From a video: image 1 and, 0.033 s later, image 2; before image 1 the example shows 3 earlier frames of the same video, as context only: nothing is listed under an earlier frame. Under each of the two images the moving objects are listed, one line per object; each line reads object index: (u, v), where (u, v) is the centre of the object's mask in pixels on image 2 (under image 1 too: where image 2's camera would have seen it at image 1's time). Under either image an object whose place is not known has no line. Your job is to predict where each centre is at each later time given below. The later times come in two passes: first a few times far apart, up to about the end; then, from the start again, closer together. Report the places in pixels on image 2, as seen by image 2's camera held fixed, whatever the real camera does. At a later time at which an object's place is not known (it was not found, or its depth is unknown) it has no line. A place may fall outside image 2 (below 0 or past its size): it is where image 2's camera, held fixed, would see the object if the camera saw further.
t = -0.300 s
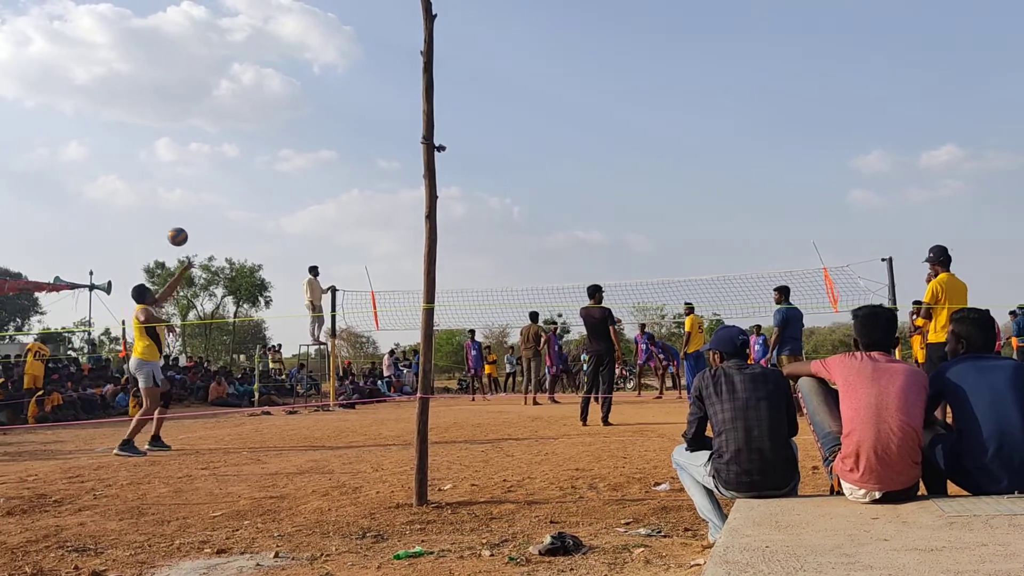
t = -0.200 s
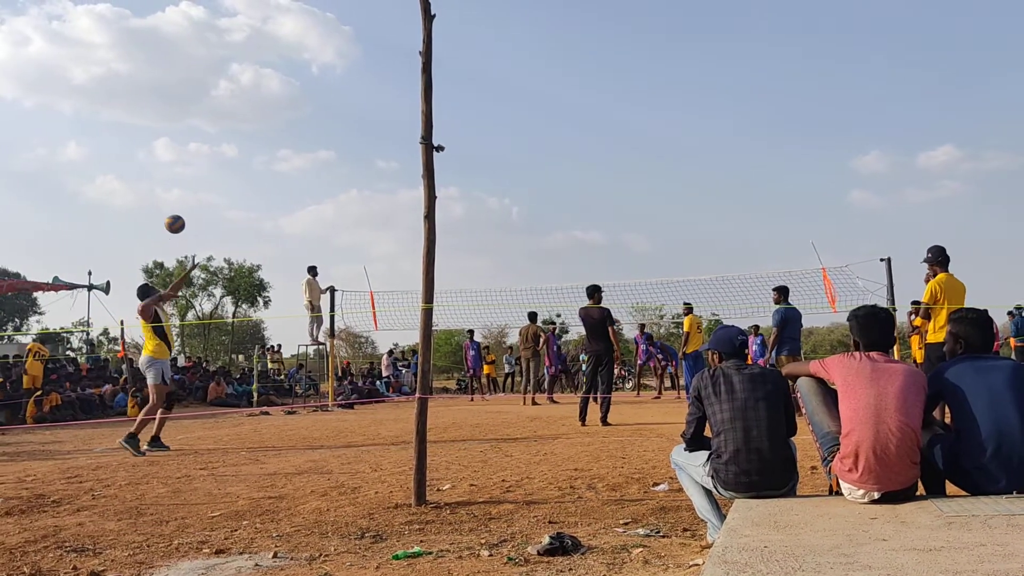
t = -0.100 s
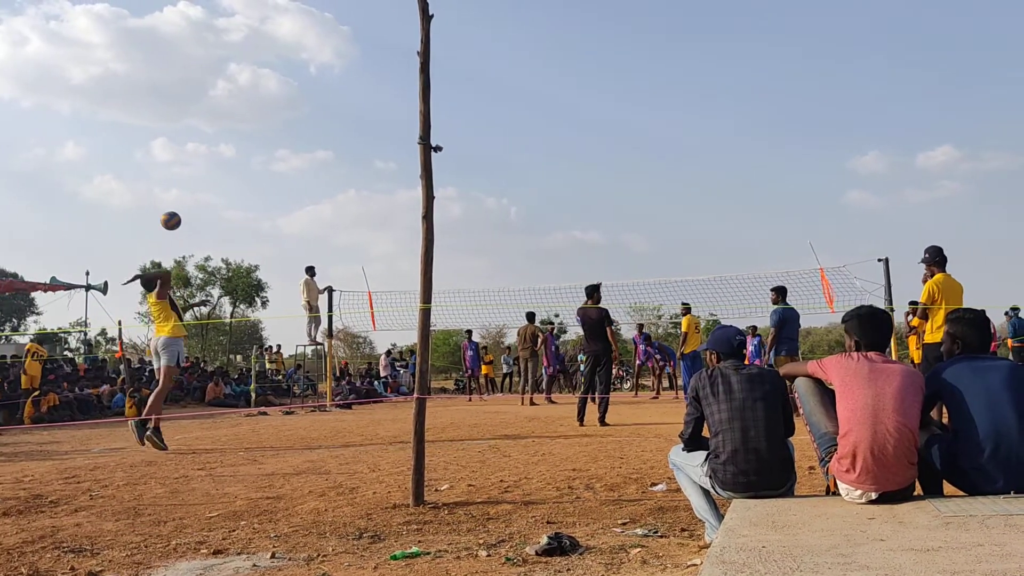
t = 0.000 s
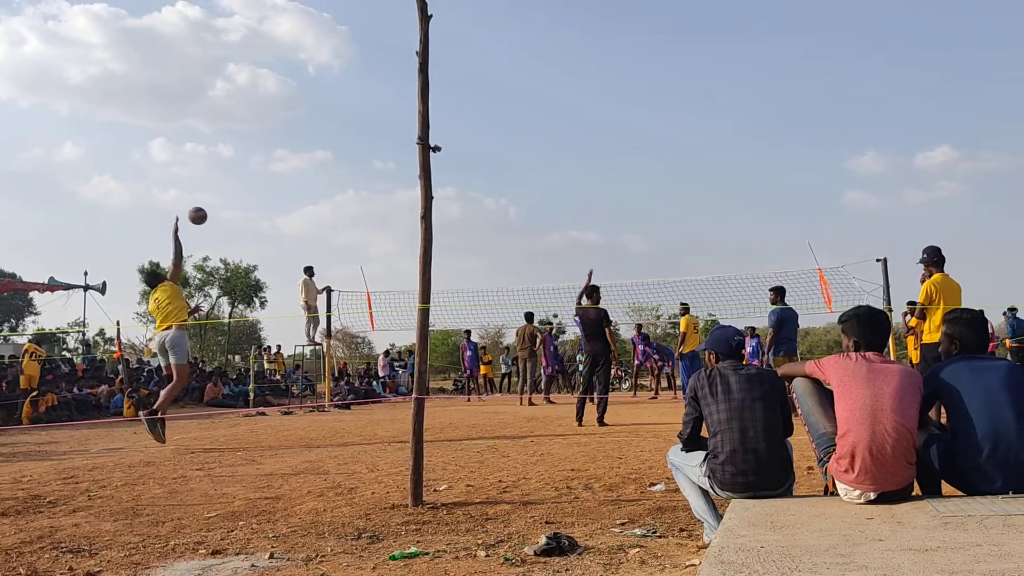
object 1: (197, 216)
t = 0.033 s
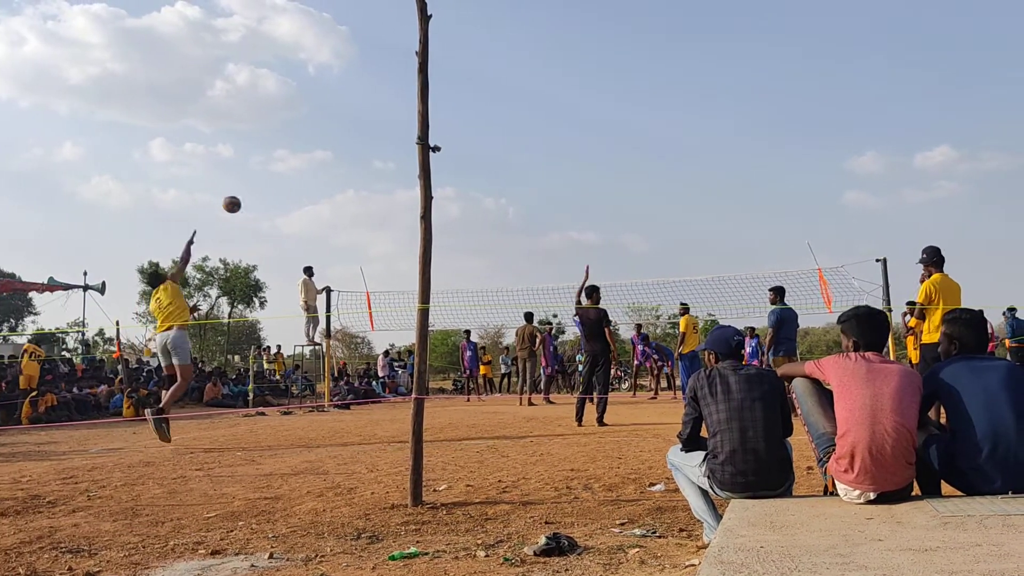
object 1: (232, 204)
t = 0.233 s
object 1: (391, 172)
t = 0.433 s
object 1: (501, 182)
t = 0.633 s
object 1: (581, 219)
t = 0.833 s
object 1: (642, 272)
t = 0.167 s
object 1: (345, 176)
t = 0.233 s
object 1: (391, 172)
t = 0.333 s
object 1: (452, 173)
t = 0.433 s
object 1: (501, 182)
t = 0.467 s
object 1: (516, 187)
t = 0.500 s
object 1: (530, 192)
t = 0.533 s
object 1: (544, 198)
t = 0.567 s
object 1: (557, 204)
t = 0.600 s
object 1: (569, 211)
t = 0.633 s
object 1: (581, 219)
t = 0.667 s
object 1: (592, 227)
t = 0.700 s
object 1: (602, 235)
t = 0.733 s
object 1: (613, 244)
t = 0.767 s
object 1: (624, 253)
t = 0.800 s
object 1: (633, 262)
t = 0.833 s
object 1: (642, 272)
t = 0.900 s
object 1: (660, 292)
